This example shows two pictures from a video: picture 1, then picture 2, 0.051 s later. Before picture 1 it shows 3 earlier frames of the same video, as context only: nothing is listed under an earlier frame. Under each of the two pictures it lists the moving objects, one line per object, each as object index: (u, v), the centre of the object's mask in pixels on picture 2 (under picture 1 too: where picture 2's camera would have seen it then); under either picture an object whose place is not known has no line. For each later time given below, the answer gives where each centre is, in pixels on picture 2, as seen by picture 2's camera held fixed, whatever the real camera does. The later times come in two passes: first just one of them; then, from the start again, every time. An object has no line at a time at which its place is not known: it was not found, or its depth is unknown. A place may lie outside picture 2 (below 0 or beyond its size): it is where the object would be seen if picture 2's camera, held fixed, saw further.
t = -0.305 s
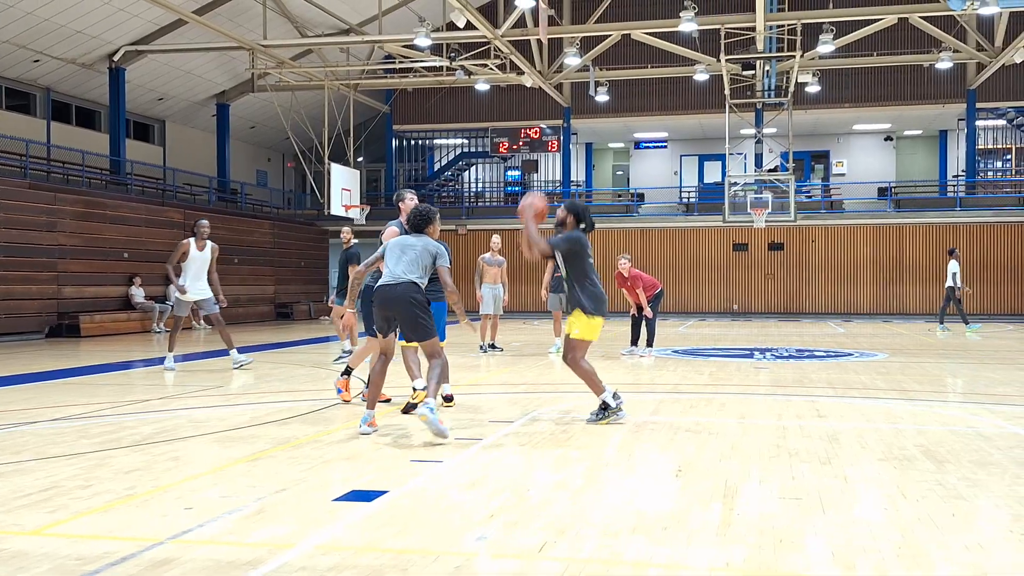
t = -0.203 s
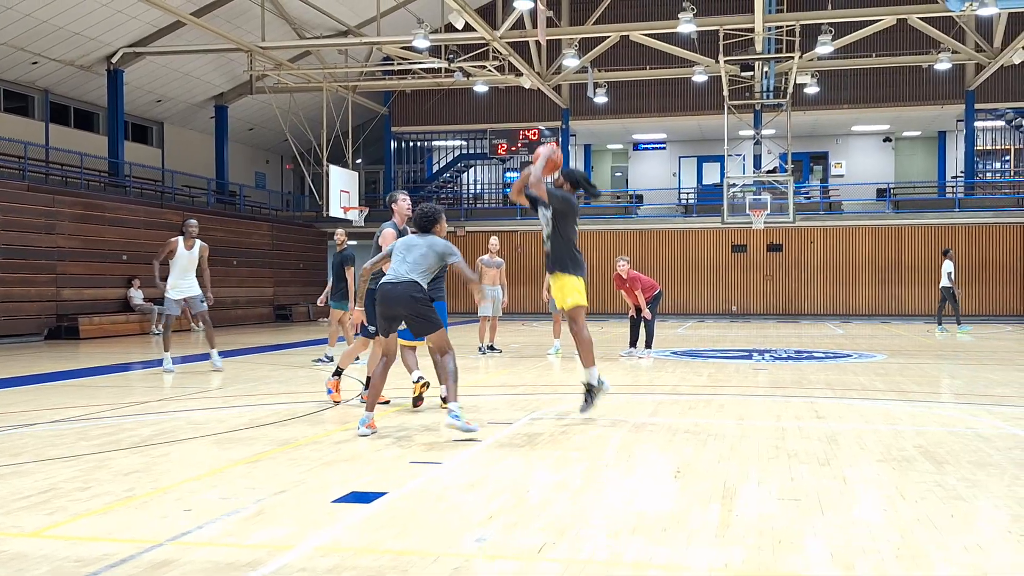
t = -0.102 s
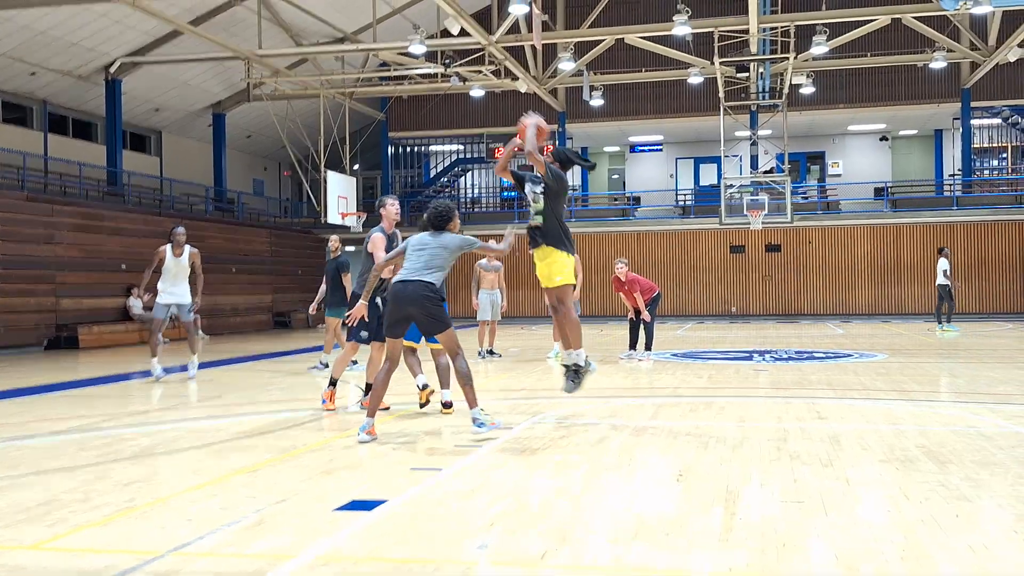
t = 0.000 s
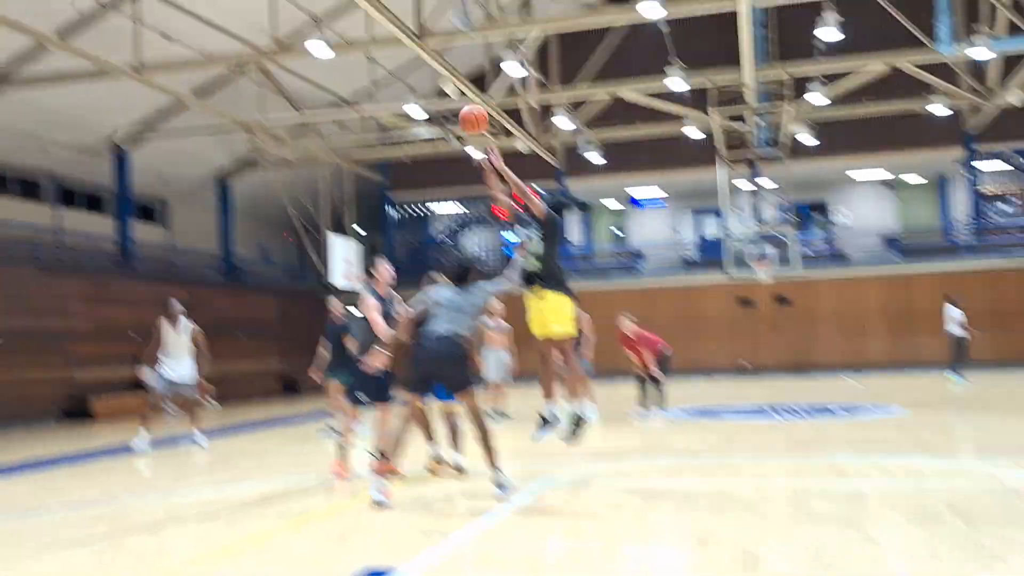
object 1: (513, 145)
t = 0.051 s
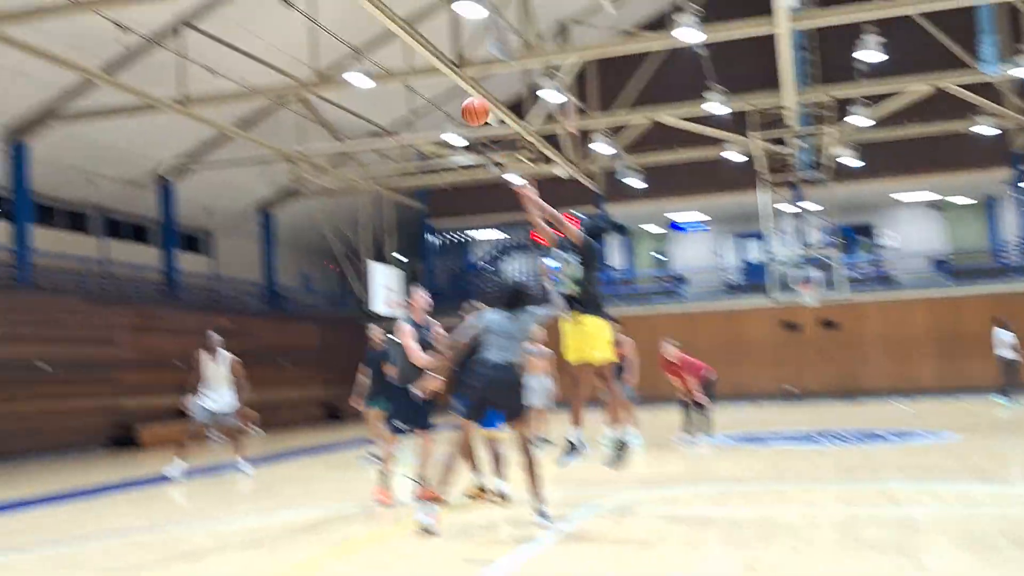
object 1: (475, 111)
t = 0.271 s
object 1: (329, 5)
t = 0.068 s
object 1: (463, 100)
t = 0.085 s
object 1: (451, 90)
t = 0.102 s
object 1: (439, 80)
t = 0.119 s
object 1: (428, 71)
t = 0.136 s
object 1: (416, 63)
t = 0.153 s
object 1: (405, 53)
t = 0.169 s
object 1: (393, 46)
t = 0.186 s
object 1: (382, 38)
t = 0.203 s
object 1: (371, 31)
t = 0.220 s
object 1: (360, 23)
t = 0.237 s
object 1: (350, 17)
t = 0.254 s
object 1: (339, 11)
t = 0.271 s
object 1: (329, 5)
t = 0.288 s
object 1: (319, -1)
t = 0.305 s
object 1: (309, -6)
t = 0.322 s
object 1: (299, -11)
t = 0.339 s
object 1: (289, -15)
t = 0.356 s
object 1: (279, -19)
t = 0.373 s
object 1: (270, -23)
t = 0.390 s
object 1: (259, -27)
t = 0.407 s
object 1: (249, -30)
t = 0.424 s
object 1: (239, -34)
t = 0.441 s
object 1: (229, -36)
